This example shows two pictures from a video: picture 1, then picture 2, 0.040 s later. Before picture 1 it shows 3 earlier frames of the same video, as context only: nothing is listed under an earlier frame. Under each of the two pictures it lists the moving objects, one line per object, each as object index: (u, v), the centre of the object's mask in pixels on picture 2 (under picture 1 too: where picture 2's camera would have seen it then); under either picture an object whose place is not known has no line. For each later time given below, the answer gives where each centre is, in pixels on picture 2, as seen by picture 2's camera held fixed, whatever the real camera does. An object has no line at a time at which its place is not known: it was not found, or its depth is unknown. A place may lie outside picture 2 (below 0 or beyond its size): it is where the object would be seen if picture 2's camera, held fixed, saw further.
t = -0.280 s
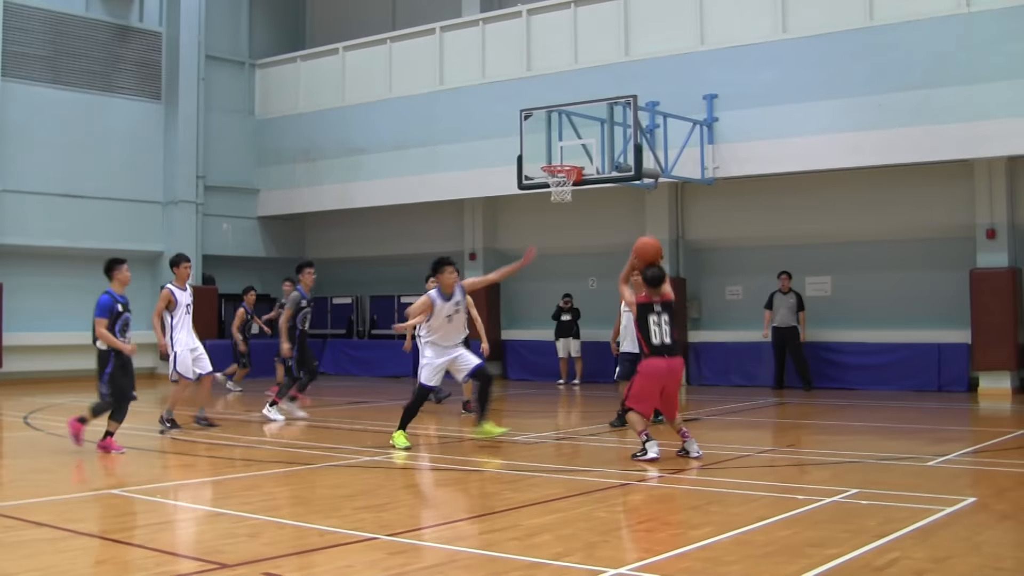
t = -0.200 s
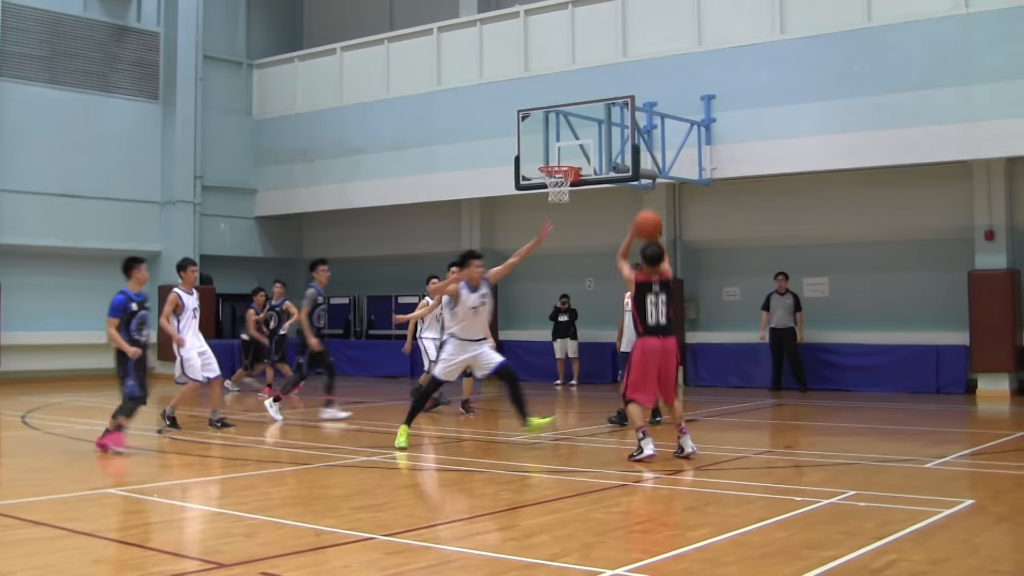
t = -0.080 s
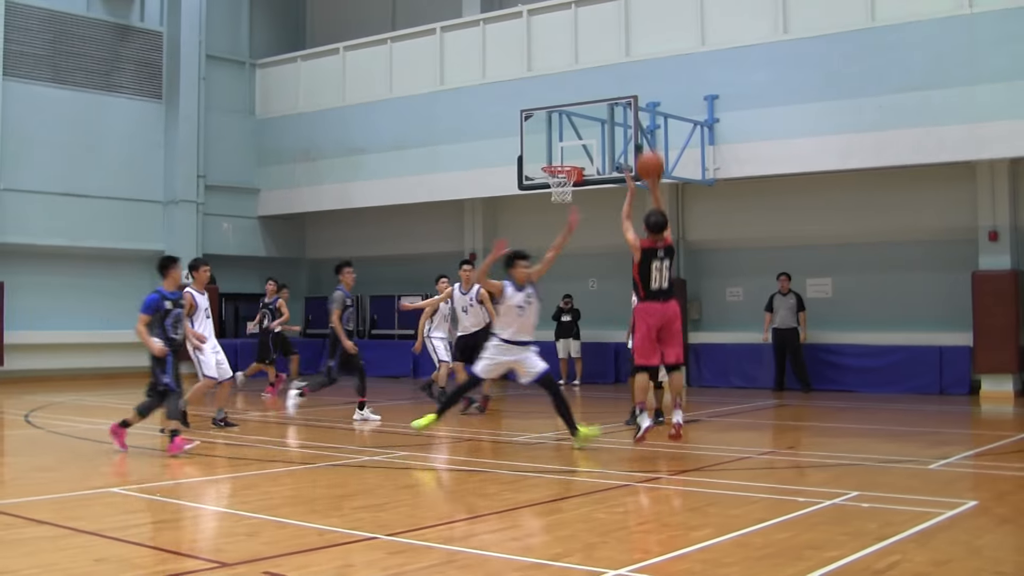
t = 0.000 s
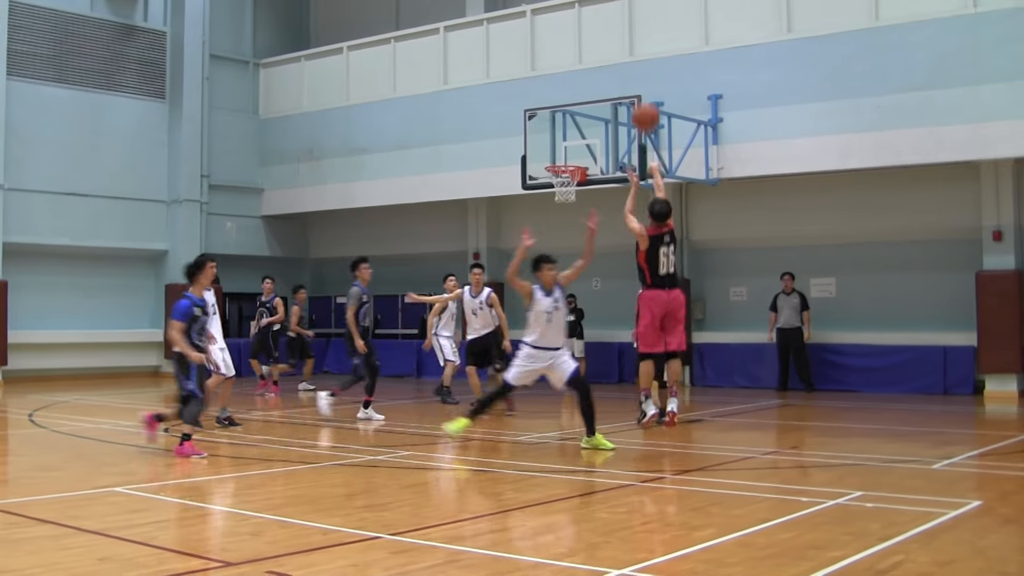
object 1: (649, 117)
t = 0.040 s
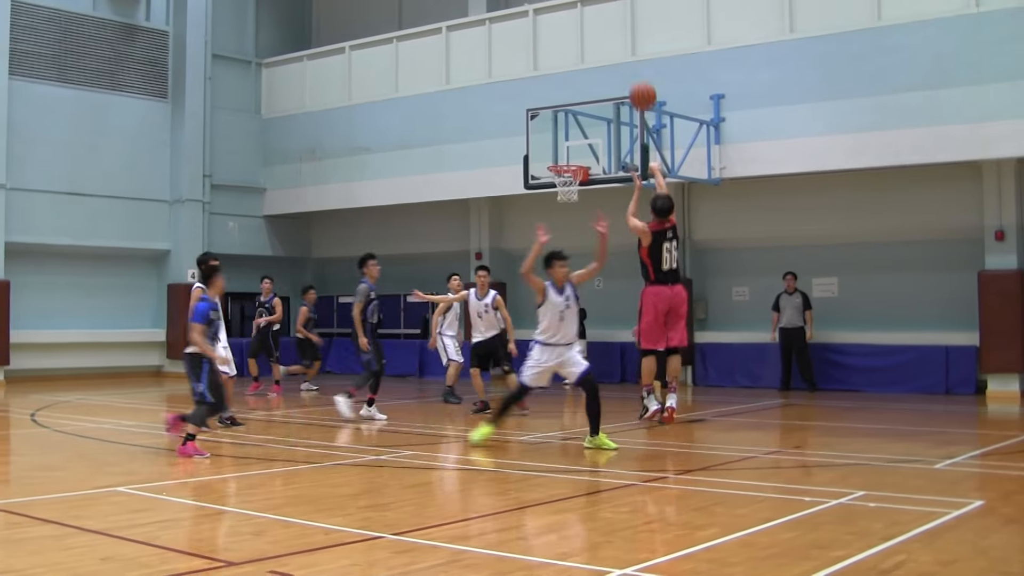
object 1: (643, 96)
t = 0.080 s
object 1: (638, 78)
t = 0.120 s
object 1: (633, 63)
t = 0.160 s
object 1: (629, 50)
